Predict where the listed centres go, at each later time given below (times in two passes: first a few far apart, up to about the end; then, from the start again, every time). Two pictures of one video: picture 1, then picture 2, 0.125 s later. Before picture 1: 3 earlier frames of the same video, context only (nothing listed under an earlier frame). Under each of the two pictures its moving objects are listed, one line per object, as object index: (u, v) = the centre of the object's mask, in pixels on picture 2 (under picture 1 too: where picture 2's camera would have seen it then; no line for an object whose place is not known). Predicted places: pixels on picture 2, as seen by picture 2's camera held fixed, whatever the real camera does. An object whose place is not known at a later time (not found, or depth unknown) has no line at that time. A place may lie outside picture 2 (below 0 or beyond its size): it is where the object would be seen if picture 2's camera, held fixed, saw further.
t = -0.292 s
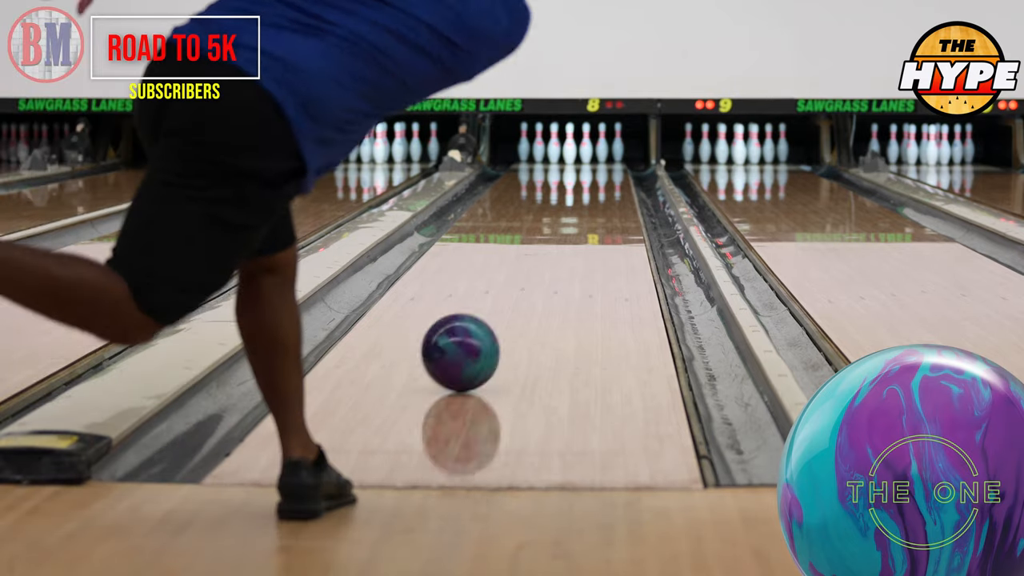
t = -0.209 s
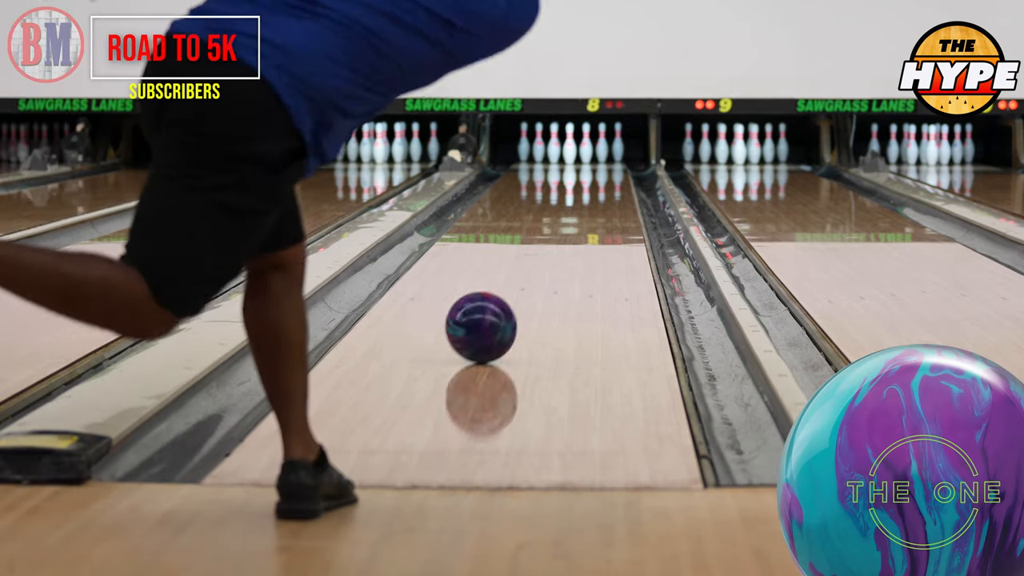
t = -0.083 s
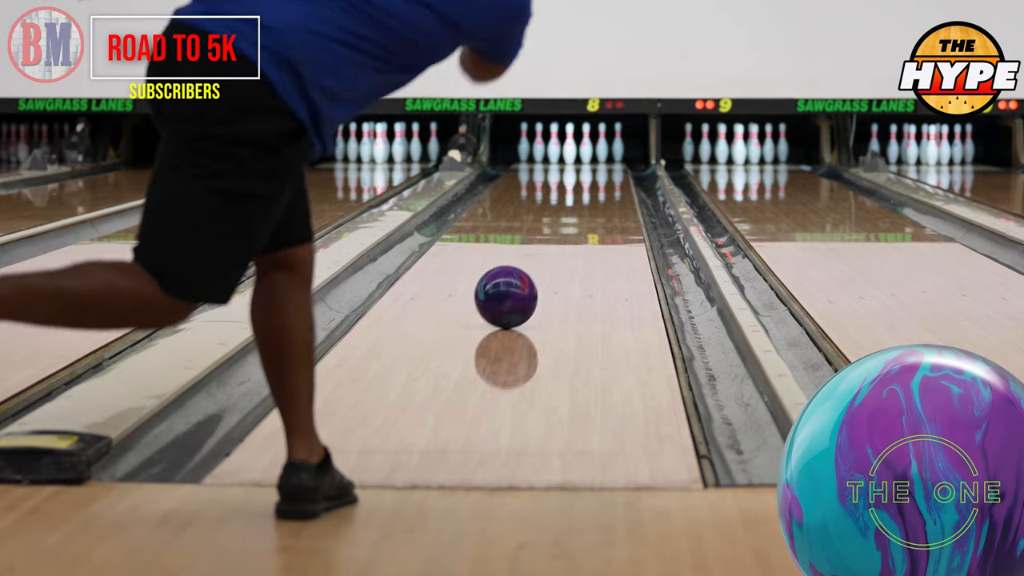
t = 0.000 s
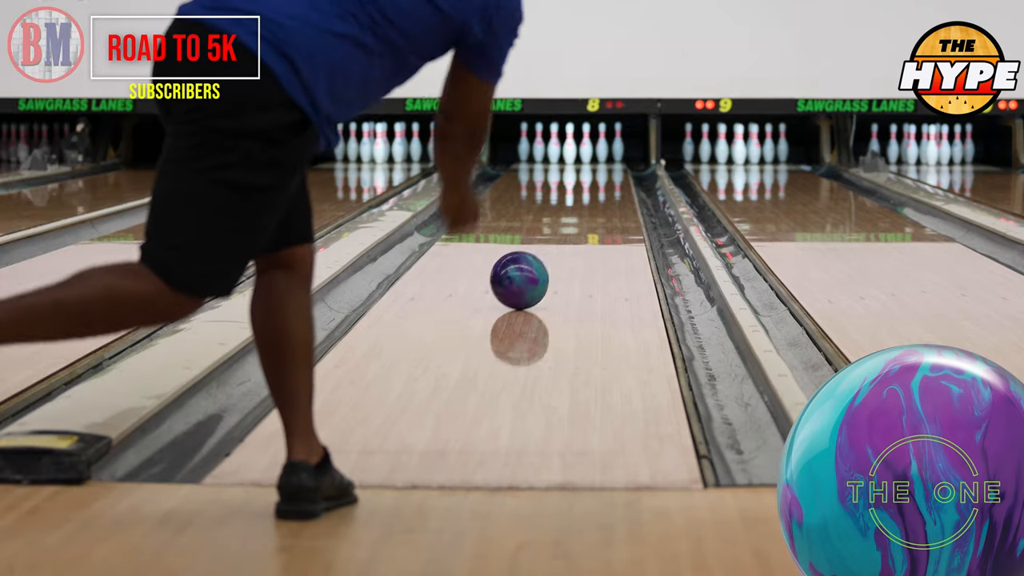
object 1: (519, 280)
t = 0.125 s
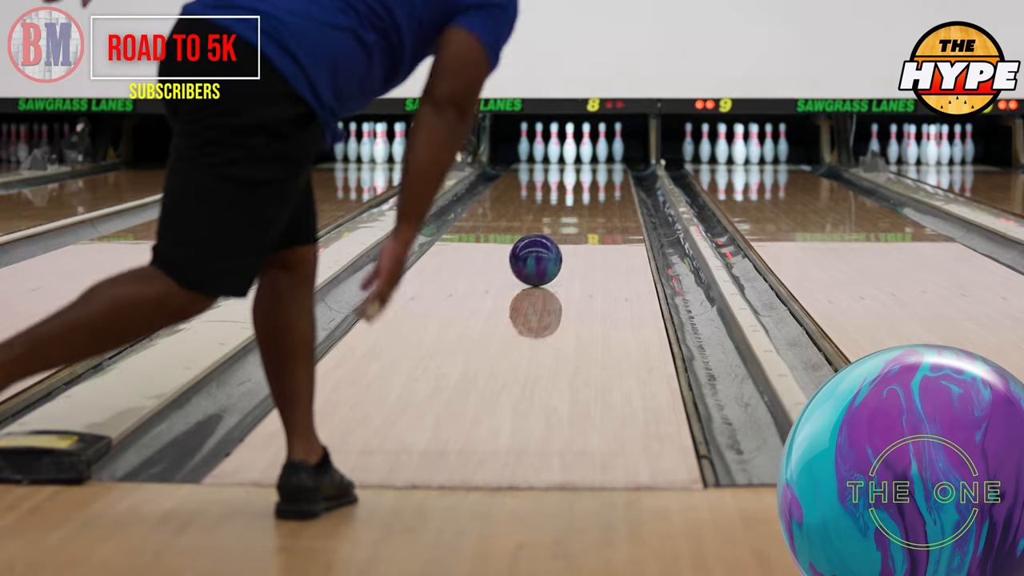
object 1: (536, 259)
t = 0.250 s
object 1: (548, 243)
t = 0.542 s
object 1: (570, 213)
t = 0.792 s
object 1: (583, 195)
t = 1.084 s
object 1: (592, 179)
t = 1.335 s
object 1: (595, 169)
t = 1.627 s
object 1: (588, 160)
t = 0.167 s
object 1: (540, 253)
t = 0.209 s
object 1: (544, 248)
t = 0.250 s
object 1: (548, 243)
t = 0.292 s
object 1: (552, 238)
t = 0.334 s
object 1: (556, 233)
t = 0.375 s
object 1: (559, 228)
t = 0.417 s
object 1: (562, 224)
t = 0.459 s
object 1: (565, 220)
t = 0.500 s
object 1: (568, 217)
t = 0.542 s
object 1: (570, 213)
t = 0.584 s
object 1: (573, 210)
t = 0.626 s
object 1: (575, 206)
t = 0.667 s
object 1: (577, 203)
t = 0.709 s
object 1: (579, 200)
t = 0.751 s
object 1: (581, 198)
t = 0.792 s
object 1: (583, 195)
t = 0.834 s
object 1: (584, 192)
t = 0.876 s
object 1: (586, 190)
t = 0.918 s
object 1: (587, 187)
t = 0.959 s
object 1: (589, 185)
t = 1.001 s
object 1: (590, 183)
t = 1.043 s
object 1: (591, 181)
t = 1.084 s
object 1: (592, 179)
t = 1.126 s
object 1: (593, 177)
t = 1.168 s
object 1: (594, 175)
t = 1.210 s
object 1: (594, 174)
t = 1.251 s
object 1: (595, 172)
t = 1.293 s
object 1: (595, 170)
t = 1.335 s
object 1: (595, 169)
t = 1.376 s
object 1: (595, 167)
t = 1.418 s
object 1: (595, 166)
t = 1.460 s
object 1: (594, 164)
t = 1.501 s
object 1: (593, 163)
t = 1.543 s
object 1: (592, 162)
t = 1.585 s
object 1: (590, 161)
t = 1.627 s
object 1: (588, 160)
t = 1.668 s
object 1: (586, 159)
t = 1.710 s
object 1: (584, 157)
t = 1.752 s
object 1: (582, 157)
